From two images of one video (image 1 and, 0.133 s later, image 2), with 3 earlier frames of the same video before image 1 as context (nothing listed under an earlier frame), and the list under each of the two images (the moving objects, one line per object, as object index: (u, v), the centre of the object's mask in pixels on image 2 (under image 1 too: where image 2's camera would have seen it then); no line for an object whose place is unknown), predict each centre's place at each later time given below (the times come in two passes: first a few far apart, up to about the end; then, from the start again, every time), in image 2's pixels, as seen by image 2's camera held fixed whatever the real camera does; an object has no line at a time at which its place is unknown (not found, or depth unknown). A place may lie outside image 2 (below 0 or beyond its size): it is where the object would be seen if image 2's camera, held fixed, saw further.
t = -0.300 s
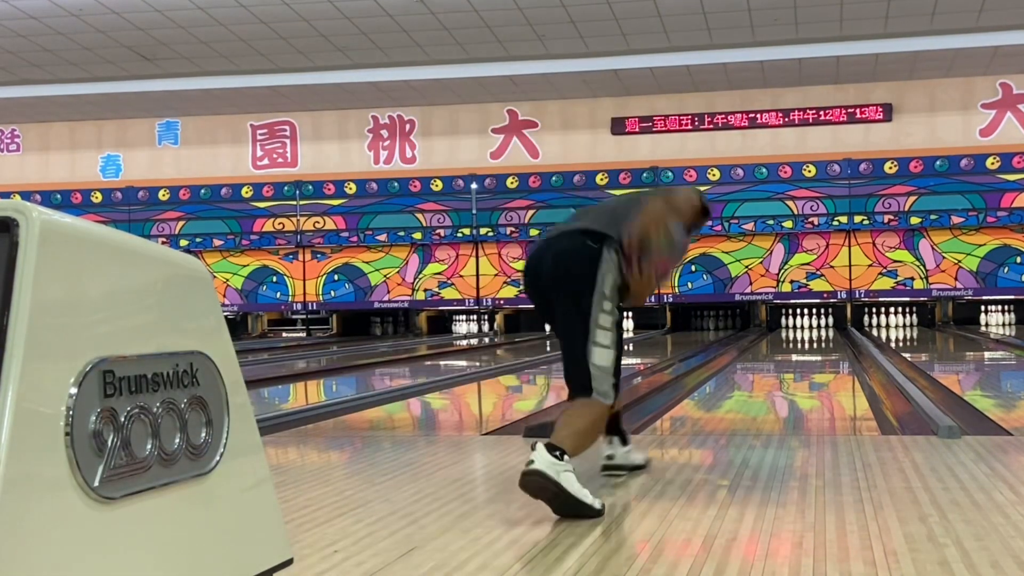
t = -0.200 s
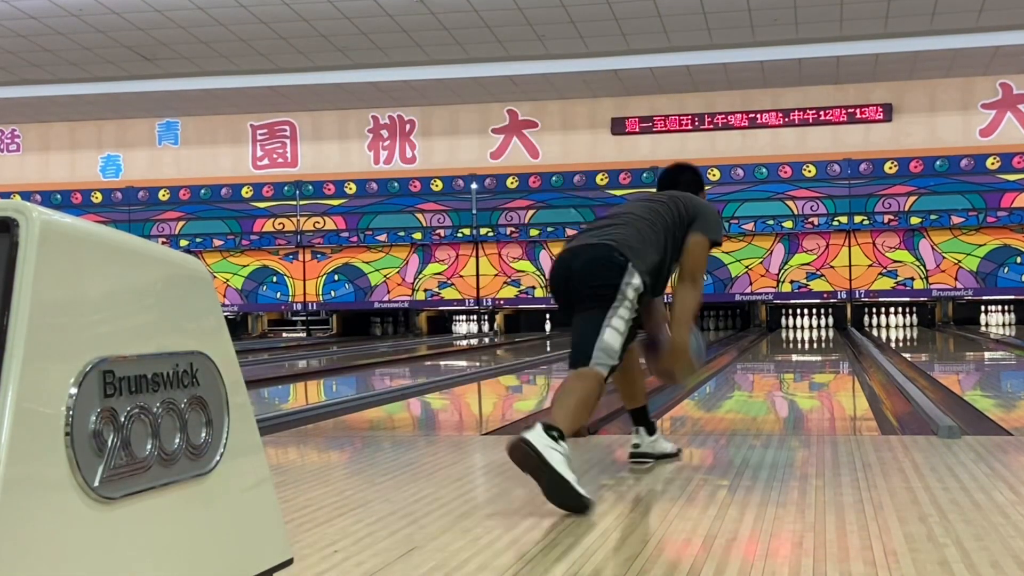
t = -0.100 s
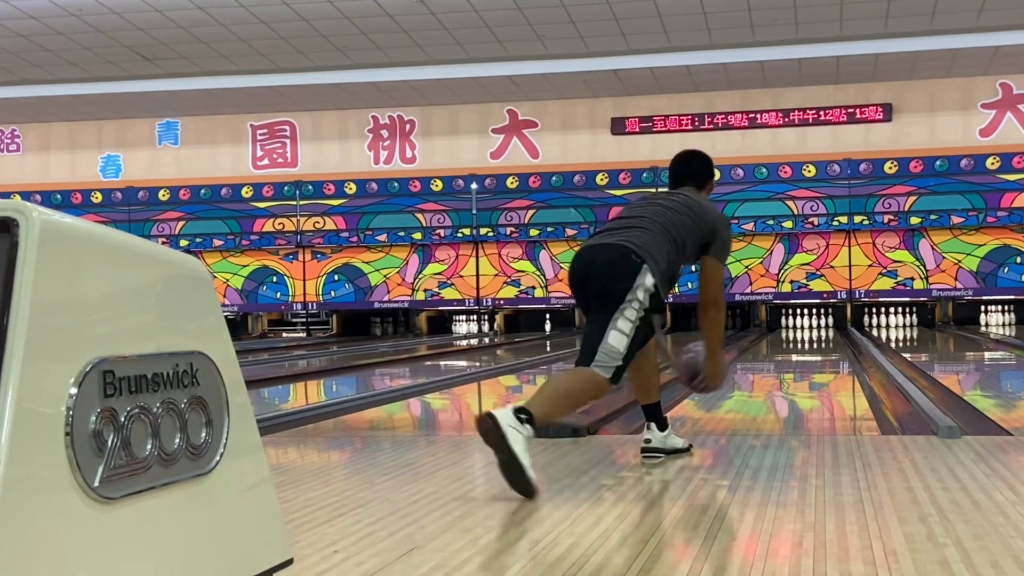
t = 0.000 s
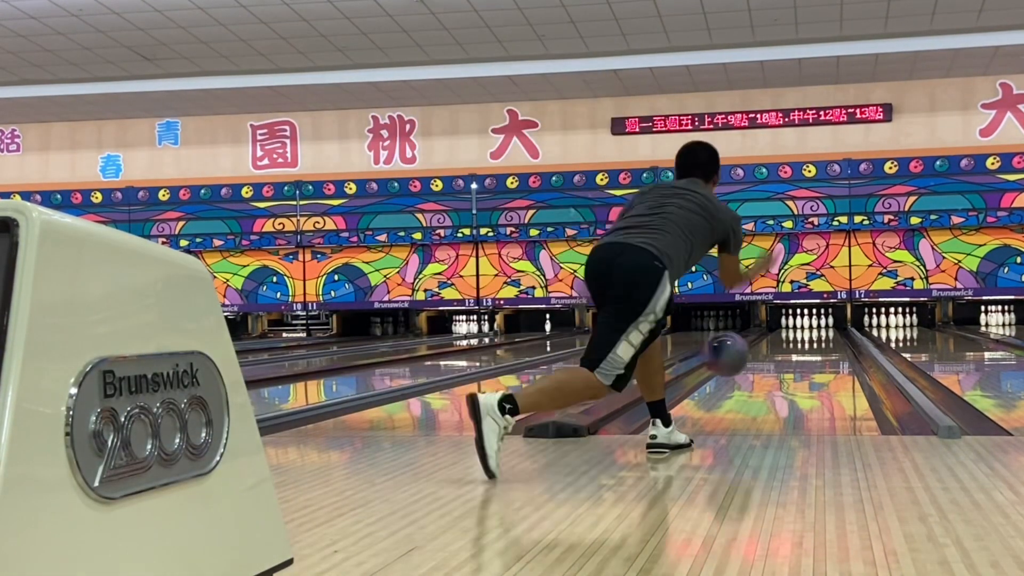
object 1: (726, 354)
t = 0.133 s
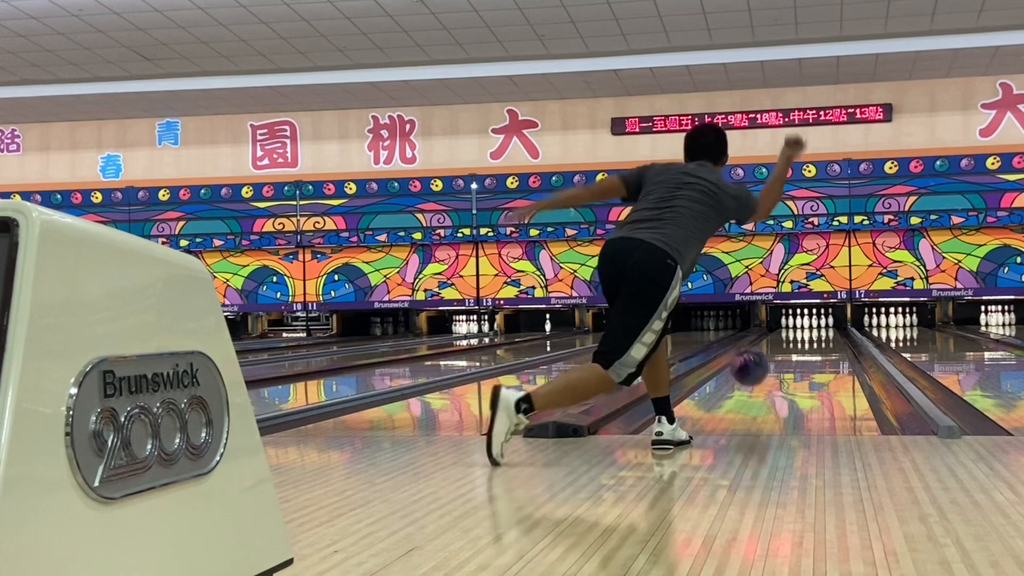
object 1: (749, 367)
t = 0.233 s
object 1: (763, 377)
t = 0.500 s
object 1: (787, 362)
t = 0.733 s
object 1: (800, 352)
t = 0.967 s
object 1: (810, 344)
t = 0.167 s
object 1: (754, 374)
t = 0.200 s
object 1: (759, 381)
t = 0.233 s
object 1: (763, 377)
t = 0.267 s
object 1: (766, 375)
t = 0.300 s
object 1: (770, 374)
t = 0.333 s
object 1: (773, 371)
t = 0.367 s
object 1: (776, 369)
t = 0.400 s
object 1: (779, 367)
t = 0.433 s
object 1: (781, 365)
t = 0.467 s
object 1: (784, 364)
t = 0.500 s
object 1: (787, 362)
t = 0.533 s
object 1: (789, 361)
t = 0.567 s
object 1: (791, 359)
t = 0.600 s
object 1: (793, 357)
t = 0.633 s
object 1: (795, 357)
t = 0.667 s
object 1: (797, 355)
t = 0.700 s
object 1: (798, 353)
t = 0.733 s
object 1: (800, 352)
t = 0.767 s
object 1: (801, 351)
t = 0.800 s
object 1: (802, 349)
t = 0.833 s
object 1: (805, 348)
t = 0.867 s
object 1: (806, 347)
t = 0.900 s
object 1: (807, 346)
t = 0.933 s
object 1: (808, 345)
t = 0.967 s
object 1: (810, 344)
